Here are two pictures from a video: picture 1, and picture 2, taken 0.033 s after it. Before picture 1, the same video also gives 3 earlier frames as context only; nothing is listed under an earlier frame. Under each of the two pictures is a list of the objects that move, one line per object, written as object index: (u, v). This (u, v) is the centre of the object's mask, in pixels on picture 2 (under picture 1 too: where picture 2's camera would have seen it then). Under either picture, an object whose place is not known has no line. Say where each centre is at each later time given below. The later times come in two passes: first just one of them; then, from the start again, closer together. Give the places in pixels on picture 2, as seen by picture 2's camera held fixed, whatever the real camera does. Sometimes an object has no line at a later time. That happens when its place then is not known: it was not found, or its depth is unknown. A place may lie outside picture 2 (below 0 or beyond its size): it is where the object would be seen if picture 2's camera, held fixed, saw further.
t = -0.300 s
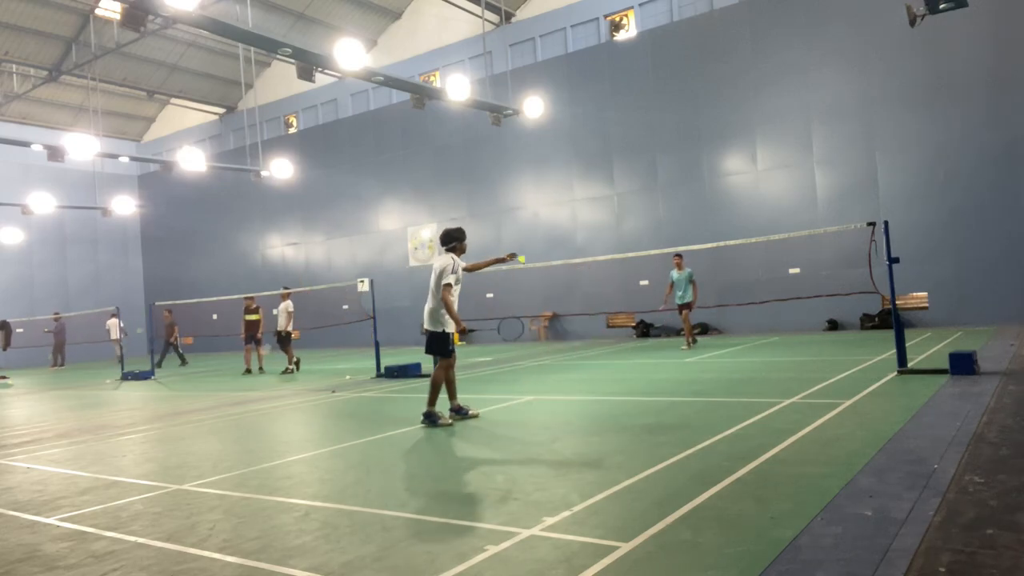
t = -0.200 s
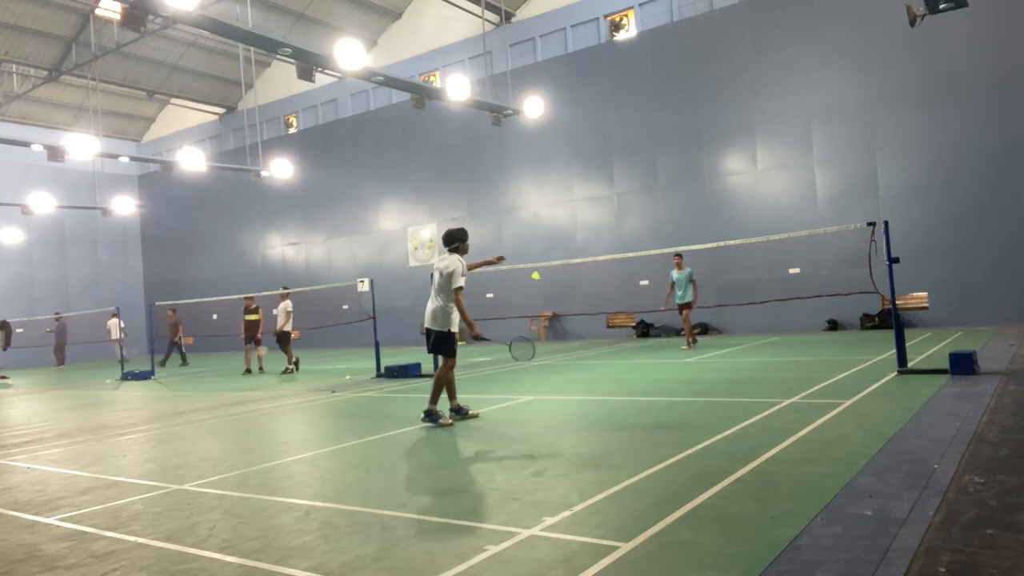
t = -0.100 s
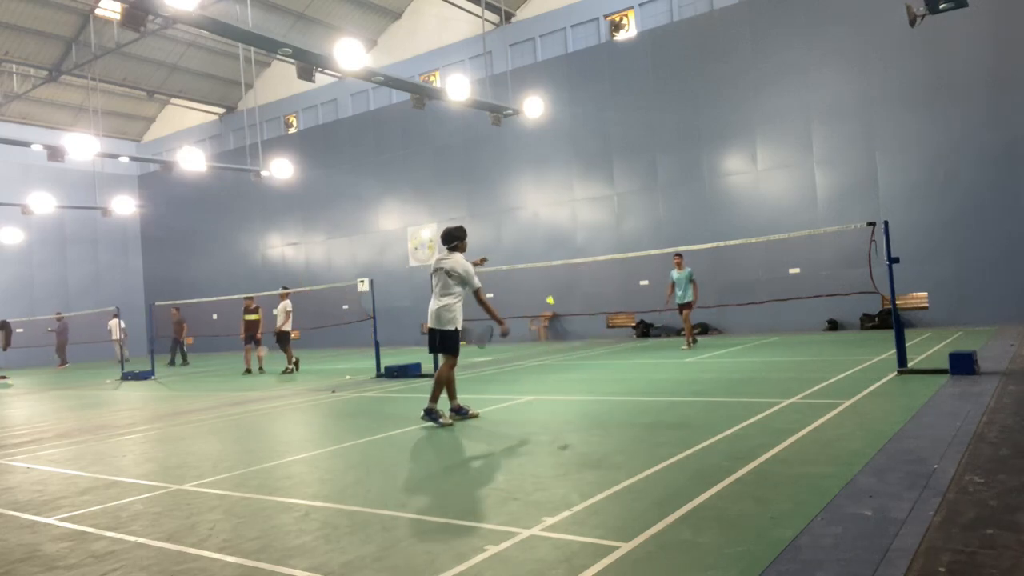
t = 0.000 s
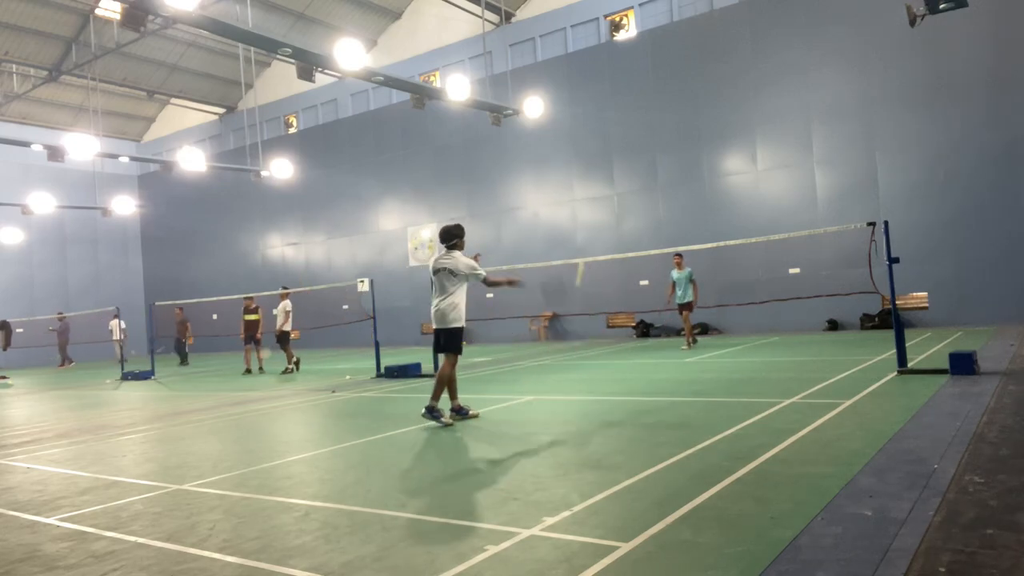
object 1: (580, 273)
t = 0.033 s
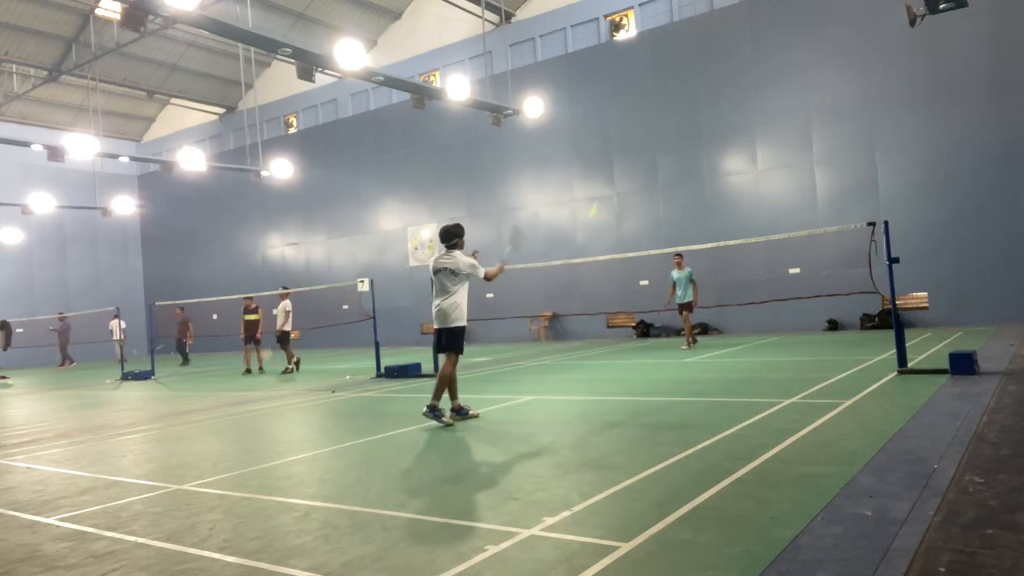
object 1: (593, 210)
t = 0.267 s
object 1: (640, 71)
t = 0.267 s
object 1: (640, 71)
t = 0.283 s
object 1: (642, 68)
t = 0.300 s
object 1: (643, 65)
